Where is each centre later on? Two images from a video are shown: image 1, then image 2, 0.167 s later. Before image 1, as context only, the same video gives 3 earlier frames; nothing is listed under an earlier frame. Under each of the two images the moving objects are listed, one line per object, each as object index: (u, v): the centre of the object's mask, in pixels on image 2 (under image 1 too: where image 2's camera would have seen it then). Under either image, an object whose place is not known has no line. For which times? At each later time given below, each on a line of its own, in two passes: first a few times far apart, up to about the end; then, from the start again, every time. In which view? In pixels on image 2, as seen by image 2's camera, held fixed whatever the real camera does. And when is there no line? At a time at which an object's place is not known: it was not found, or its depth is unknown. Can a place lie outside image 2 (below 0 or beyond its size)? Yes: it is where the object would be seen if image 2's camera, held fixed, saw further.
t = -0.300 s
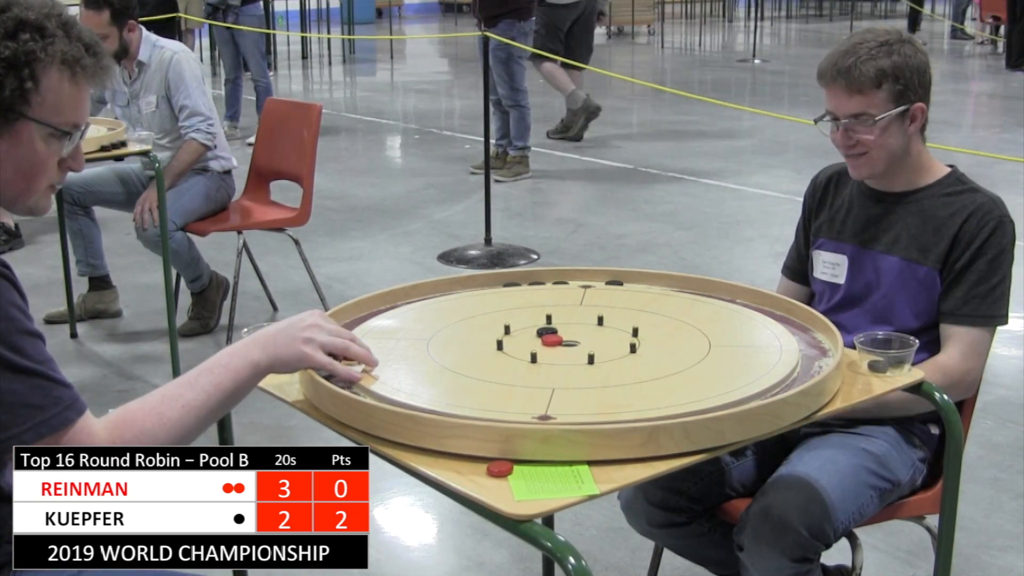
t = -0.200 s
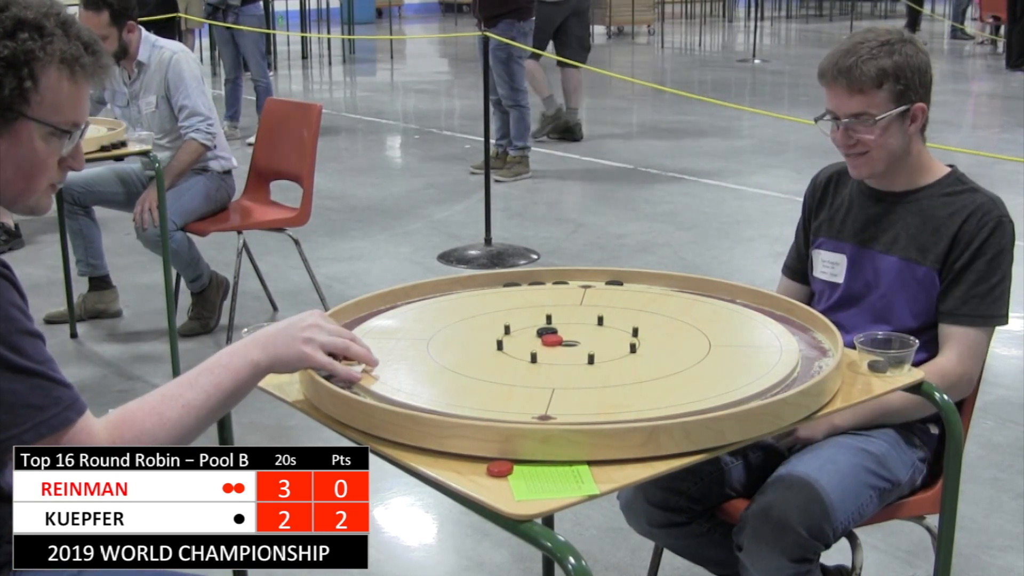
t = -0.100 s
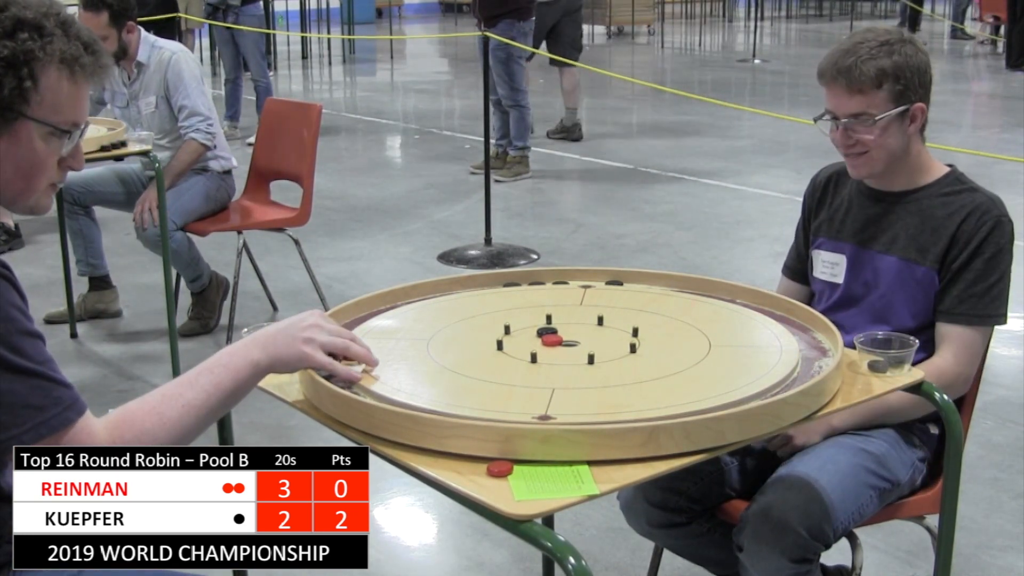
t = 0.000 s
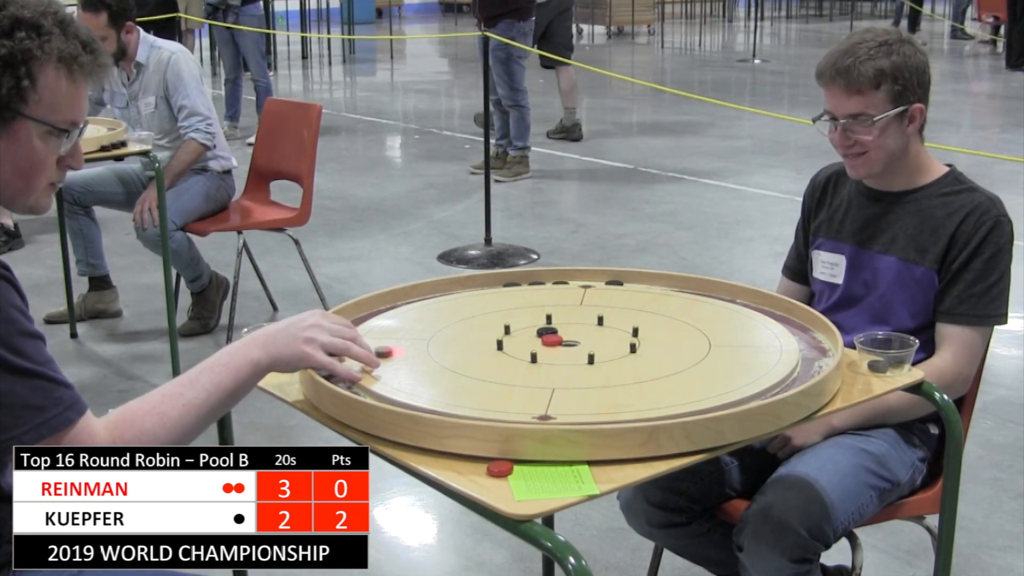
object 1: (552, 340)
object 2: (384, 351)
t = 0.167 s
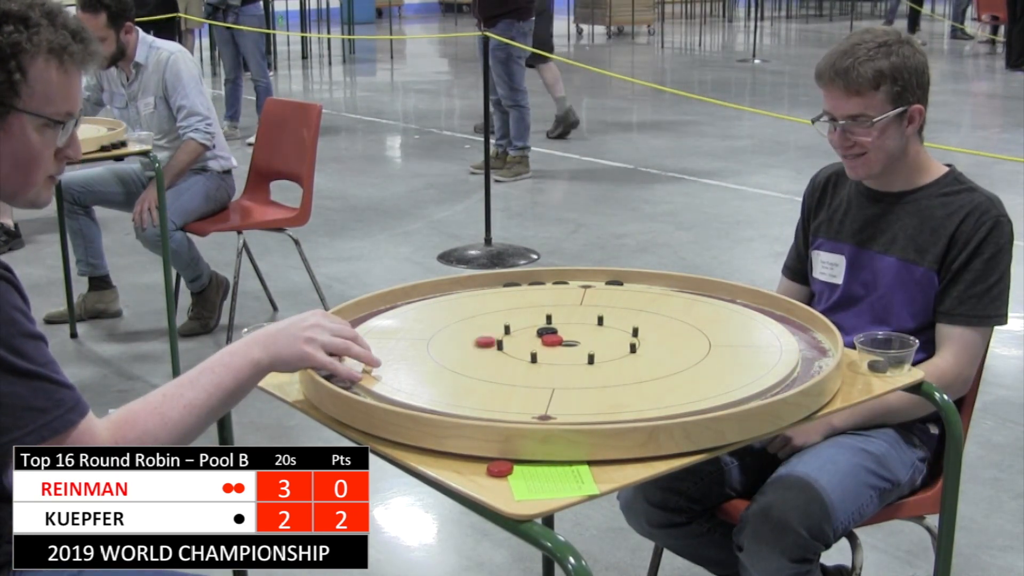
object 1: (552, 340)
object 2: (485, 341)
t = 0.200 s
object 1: (552, 340)
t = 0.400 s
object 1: (568, 343)
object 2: (532, 338)
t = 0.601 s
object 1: (568, 342)
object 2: (533, 338)
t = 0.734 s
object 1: (568, 342)
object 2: (533, 338)
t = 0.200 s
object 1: (552, 340)
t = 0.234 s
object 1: (552, 340)
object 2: (519, 338)
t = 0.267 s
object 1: (552, 340)
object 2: (531, 337)
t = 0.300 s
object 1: (557, 341)
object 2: (532, 338)
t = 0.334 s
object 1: (561, 341)
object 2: (532, 338)
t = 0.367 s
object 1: (565, 342)
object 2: (532, 338)
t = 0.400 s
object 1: (568, 343)
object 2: (532, 338)
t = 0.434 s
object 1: (569, 342)
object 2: (532, 338)
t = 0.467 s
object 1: (569, 342)
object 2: (533, 338)
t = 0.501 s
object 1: (569, 342)
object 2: (533, 338)
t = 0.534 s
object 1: (569, 342)
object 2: (533, 338)
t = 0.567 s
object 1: (568, 342)
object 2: (533, 338)
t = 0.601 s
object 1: (568, 342)
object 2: (533, 338)
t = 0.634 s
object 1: (568, 342)
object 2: (533, 338)
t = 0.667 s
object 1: (568, 342)
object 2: (533, 338)
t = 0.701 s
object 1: (568, 342)
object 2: (533, 338)
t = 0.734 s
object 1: (568, 342)
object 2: (533, 338)
